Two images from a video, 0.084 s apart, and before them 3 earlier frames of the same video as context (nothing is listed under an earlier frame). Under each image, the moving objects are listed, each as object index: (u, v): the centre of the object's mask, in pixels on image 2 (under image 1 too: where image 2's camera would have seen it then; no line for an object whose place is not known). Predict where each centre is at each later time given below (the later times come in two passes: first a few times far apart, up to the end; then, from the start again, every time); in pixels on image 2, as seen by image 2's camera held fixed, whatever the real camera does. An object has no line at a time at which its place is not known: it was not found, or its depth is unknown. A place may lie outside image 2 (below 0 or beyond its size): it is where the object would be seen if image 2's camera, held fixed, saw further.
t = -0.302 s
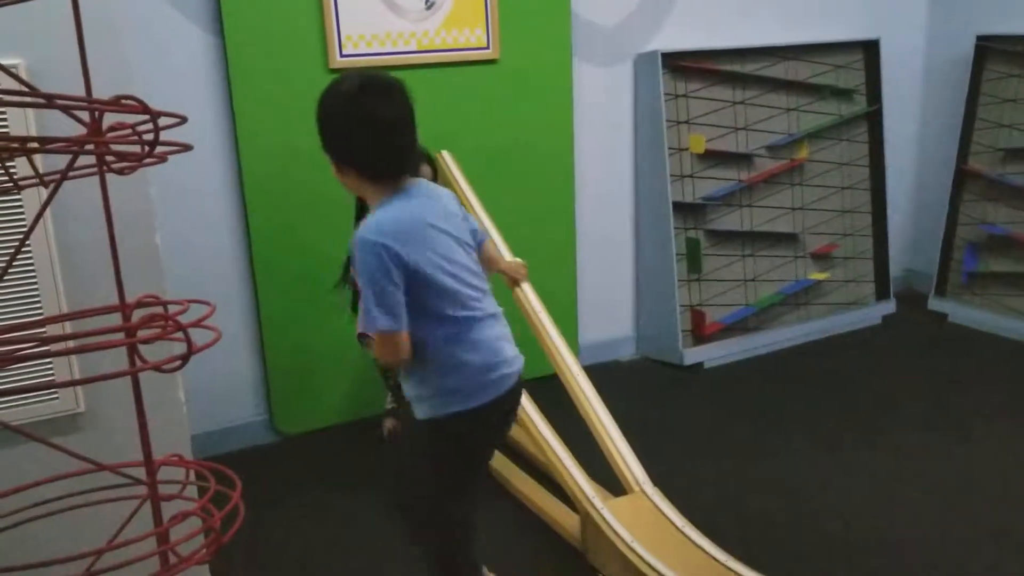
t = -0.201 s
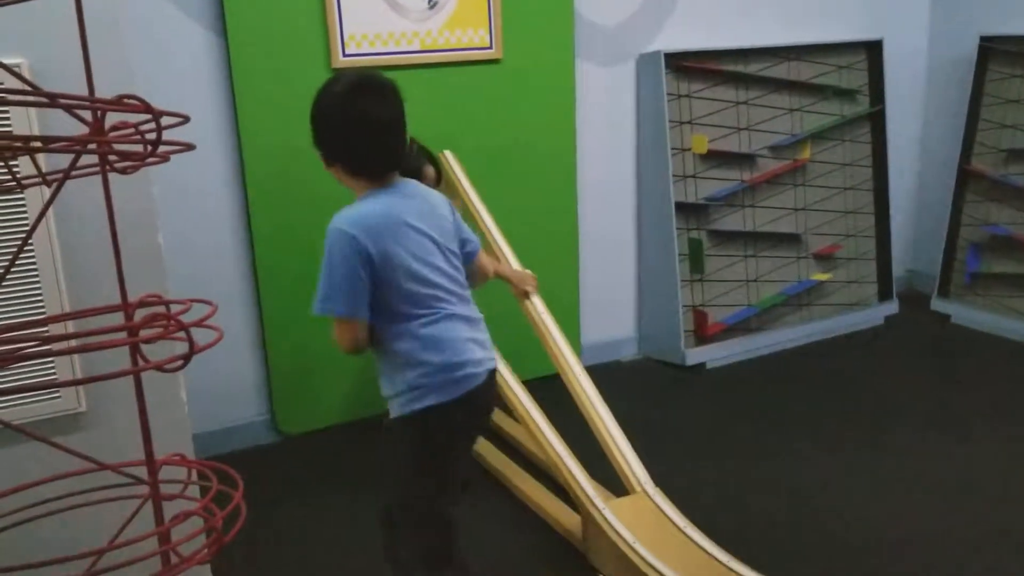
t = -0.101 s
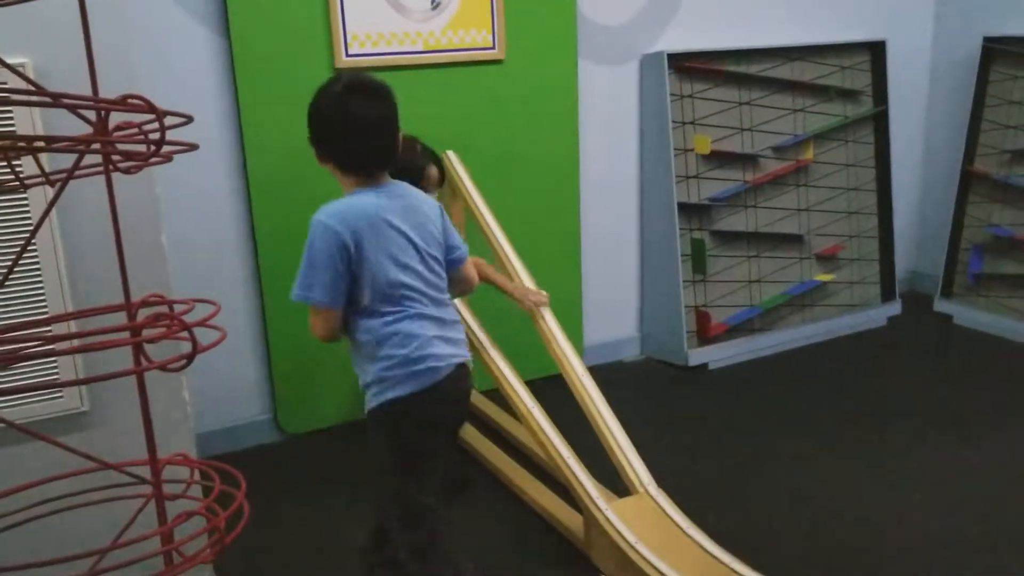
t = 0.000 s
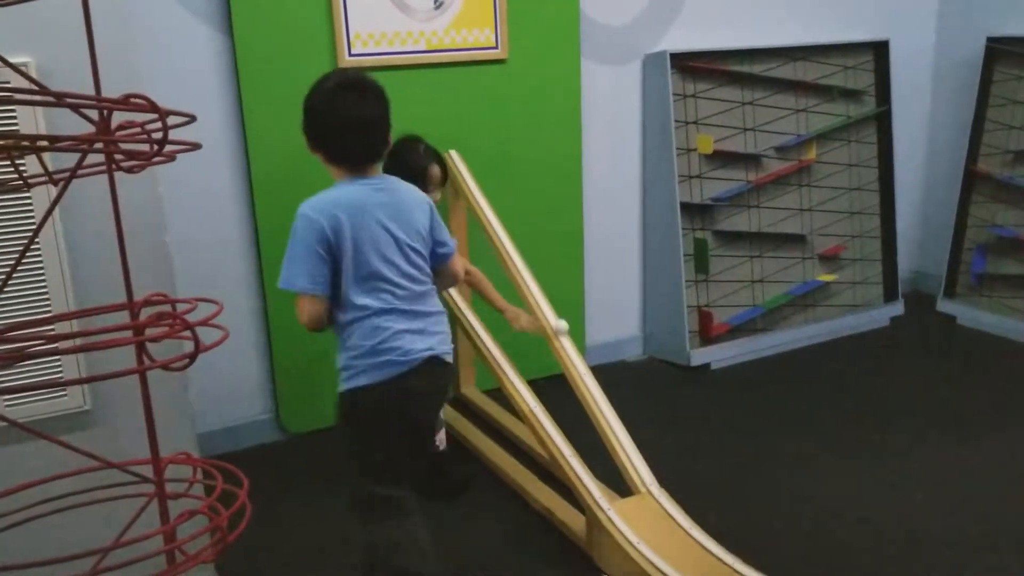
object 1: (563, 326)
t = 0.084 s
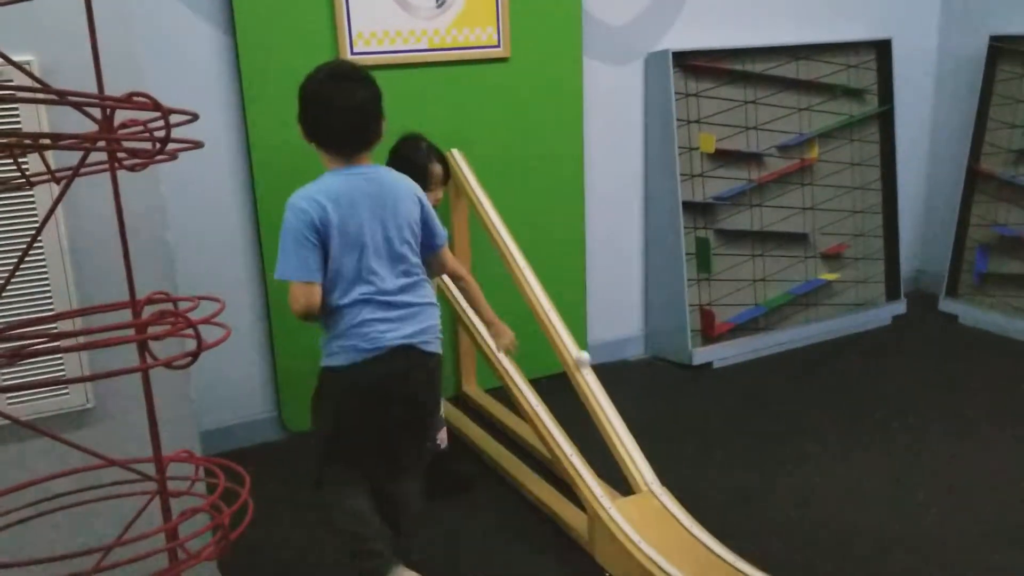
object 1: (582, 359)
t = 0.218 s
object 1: (625, 429)
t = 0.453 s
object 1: (758, 566)
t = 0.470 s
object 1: (770, 573)
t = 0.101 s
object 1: (587, 366)
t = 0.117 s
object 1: (591, 374)
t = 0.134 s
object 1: (595, 382)
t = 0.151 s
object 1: (601, 391)
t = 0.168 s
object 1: (607, 400)
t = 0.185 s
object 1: (612, 409)
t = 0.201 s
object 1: (618, 419)
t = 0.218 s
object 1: (625, 429)
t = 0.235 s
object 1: (631, 439)
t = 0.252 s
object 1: (637, 451)
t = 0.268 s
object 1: (645, 462)
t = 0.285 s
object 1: (652, 476)
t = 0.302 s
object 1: (660, 487)
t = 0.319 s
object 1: (668, 496)
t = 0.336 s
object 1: (678, 506)
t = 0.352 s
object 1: (689, 517)
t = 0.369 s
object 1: (699, 526)
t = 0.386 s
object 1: (709, 535)
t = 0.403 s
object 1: (720, 544)
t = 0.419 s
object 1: (731, 552)
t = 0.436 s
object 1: (744, 560)
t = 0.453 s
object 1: (758, 566)
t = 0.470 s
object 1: (770, 573)
